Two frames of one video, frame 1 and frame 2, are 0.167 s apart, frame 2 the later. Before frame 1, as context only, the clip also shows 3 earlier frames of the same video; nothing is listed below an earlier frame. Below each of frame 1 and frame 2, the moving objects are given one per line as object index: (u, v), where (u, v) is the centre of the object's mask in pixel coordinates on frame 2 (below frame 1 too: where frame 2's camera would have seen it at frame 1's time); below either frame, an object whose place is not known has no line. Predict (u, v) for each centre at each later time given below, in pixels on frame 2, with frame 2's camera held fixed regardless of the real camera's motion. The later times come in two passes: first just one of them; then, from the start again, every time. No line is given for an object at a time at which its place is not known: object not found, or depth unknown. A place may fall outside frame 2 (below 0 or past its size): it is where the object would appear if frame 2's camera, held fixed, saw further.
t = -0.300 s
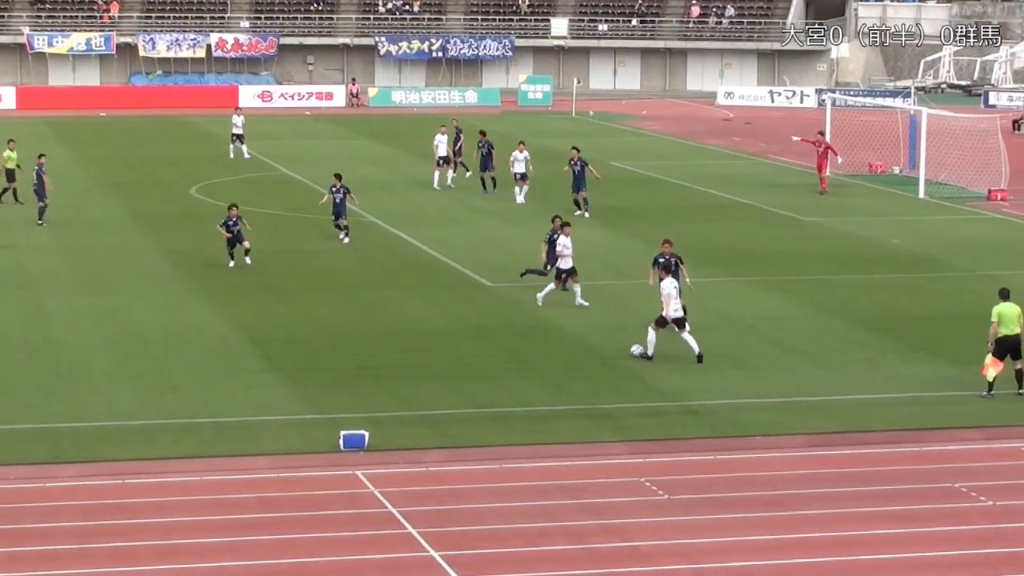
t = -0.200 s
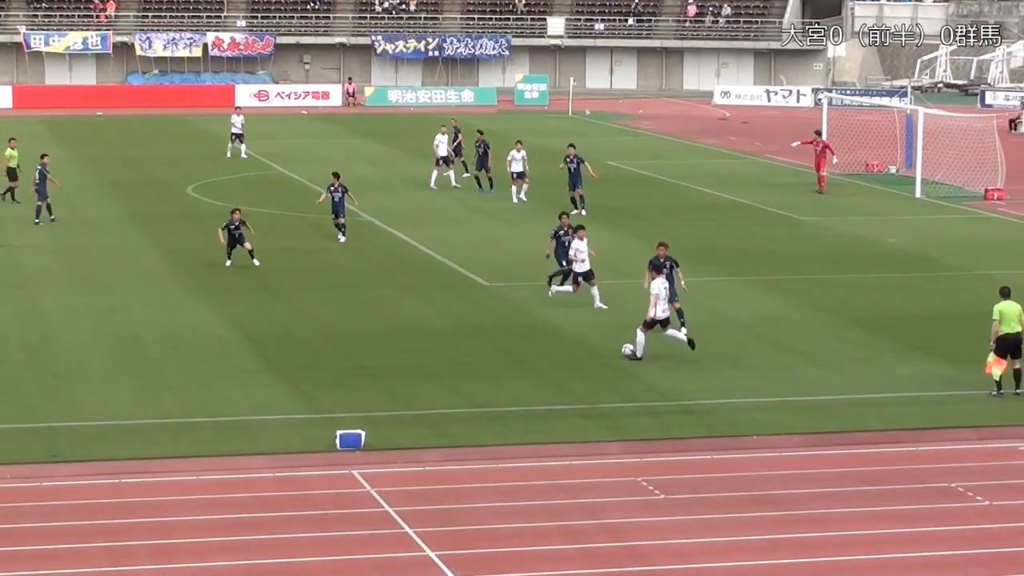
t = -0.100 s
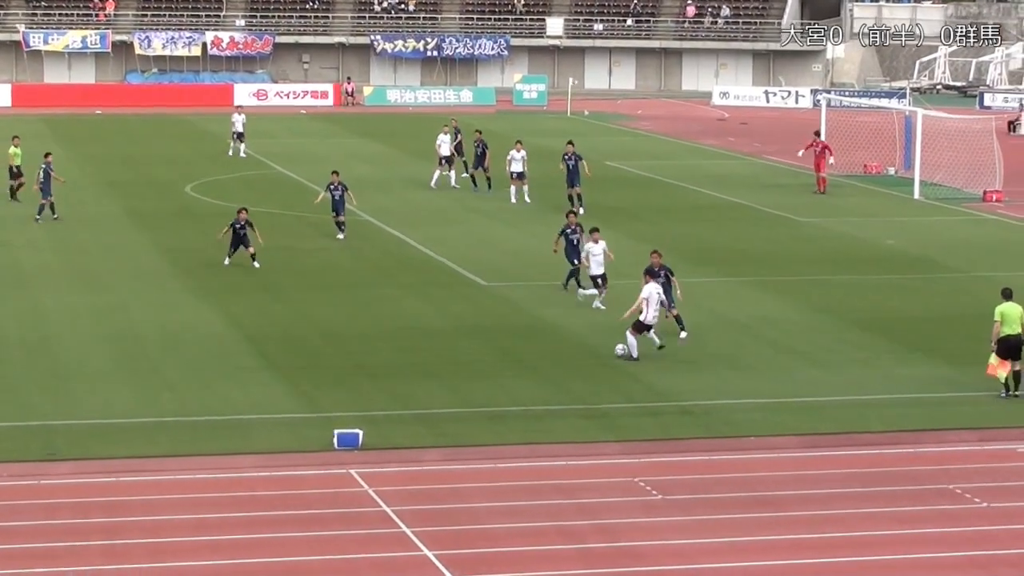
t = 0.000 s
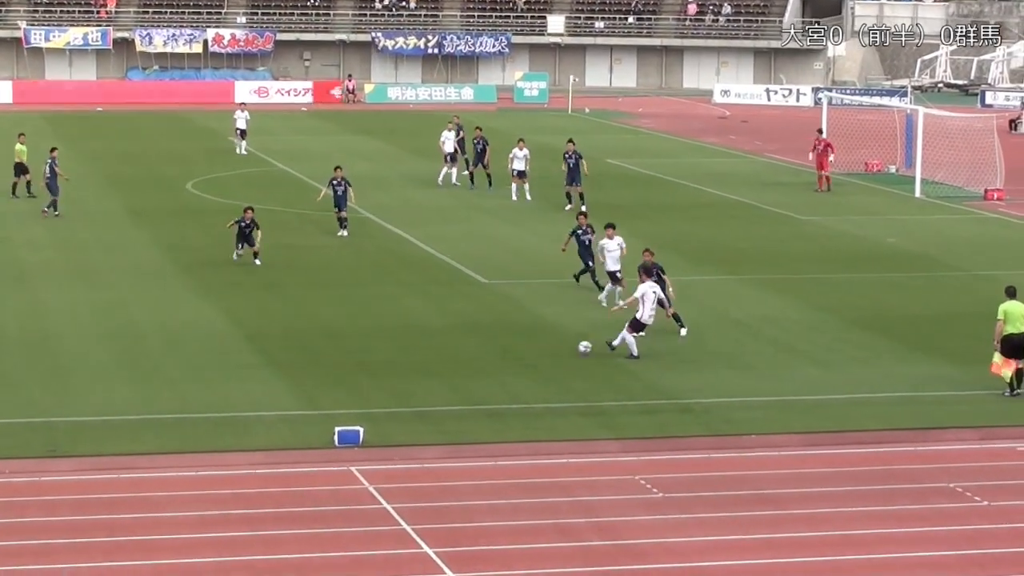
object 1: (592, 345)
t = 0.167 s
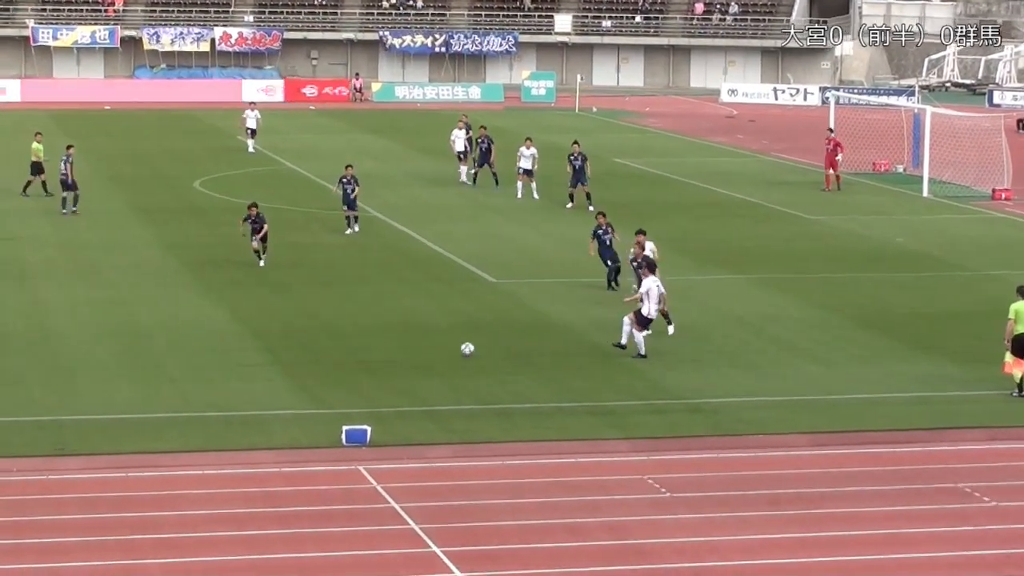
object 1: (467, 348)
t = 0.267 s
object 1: (404, 348)
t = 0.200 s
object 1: (446, 347)
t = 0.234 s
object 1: (425, 347)
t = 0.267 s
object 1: (404, 348)
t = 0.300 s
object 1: (382, 350)
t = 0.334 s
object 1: (361, 352)
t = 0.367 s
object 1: (342, 353)
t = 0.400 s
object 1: (323, 352)
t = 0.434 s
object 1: (305, 353)
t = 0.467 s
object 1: (286, 353)
